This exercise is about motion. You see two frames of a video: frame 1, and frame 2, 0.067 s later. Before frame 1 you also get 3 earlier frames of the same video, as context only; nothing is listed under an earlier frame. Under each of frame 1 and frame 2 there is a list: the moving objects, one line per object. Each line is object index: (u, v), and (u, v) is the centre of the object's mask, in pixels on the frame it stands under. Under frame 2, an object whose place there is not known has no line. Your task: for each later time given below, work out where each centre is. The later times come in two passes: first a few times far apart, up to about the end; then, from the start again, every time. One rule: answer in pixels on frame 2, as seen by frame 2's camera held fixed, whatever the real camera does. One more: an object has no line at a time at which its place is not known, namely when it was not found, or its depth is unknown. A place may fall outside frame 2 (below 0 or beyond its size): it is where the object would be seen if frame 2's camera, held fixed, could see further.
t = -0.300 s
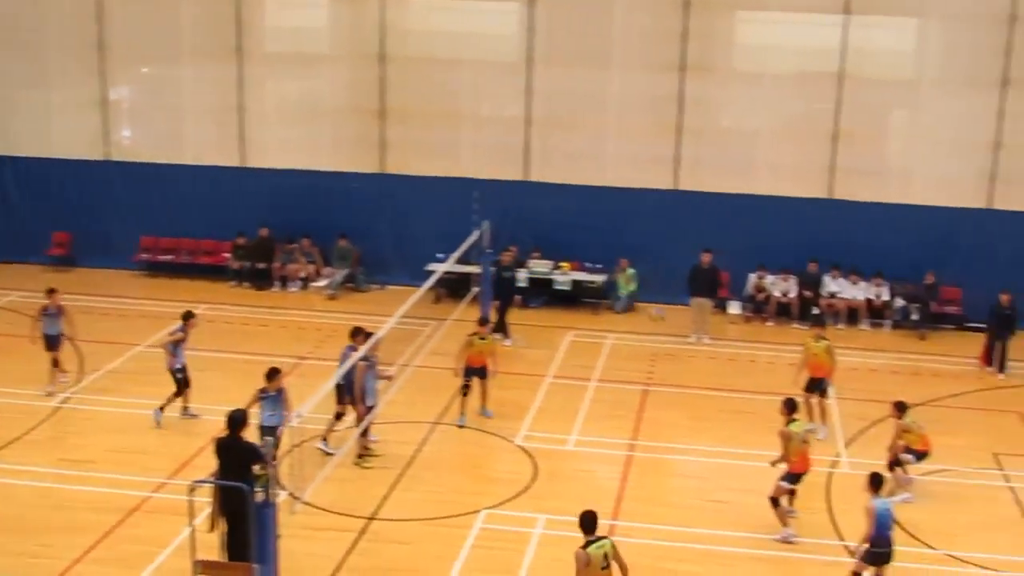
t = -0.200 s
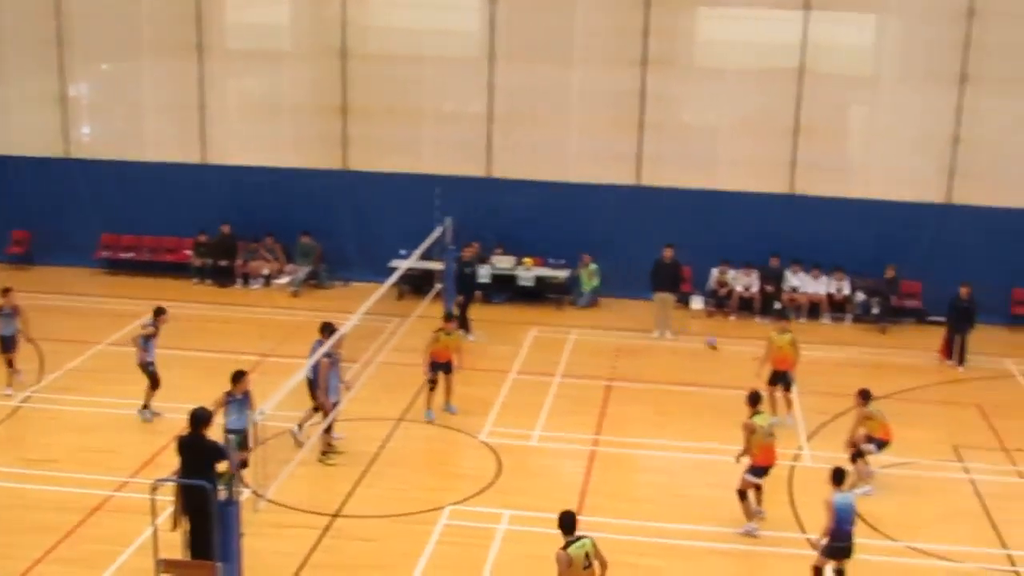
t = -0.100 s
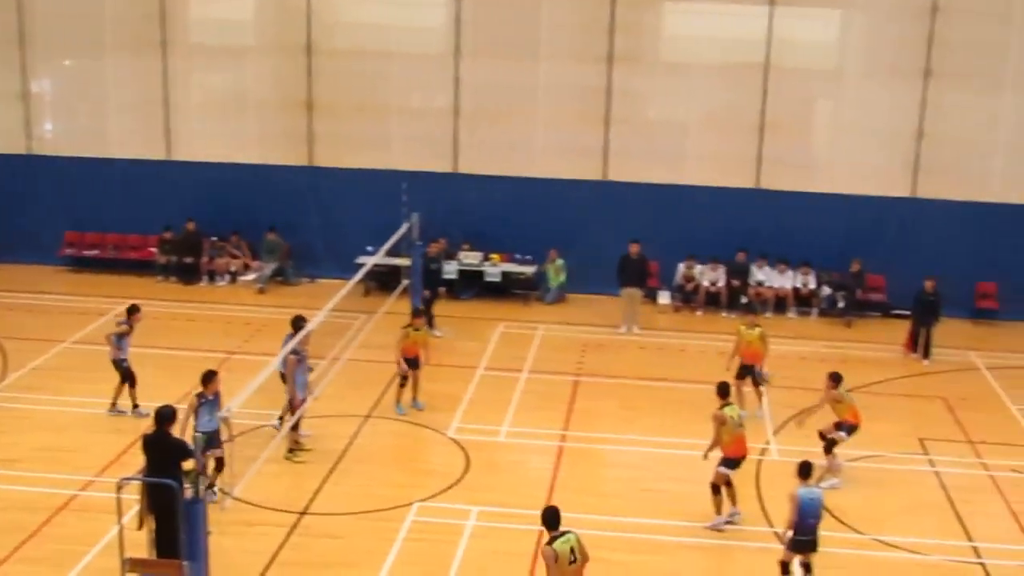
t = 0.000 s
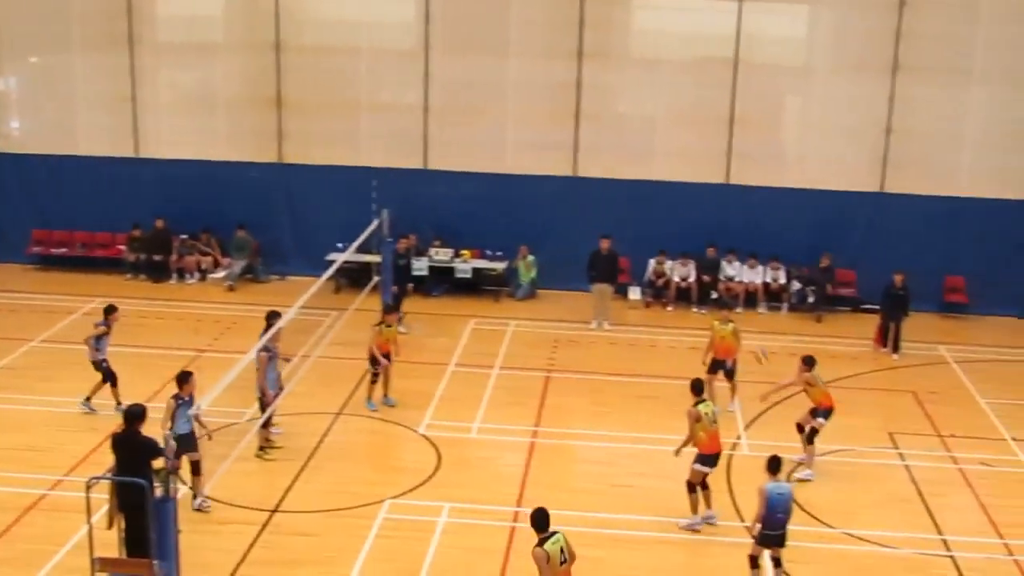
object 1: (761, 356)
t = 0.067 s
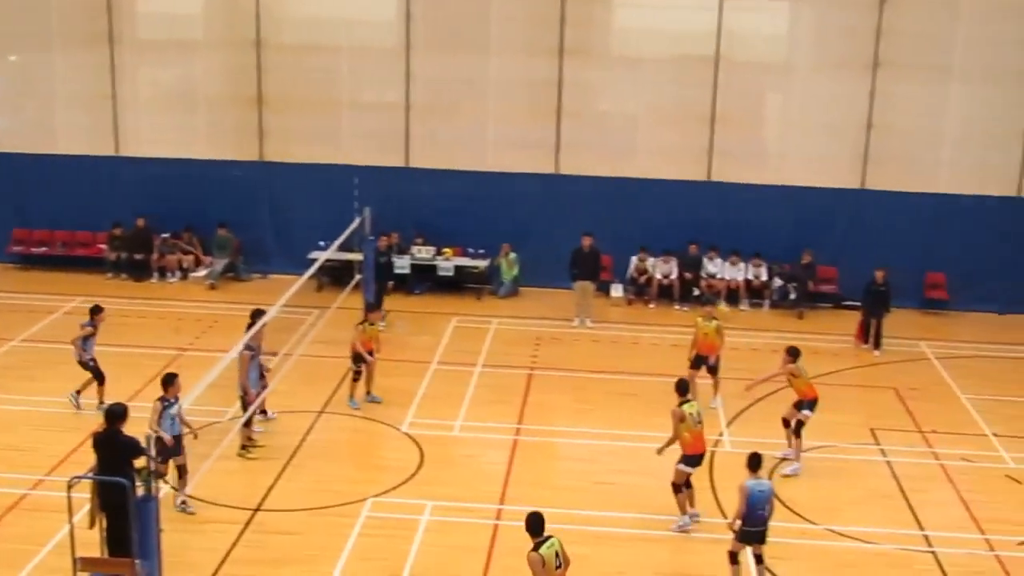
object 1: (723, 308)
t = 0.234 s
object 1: (678, 222)
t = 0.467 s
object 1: (613, 130)
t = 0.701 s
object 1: (547, 75)
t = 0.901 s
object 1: (492, 58)
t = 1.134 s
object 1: (427, 75)
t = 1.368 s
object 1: (364, 130)
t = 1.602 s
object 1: (307, 218)
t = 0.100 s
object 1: (713, 292)
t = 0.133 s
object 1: (706, 270)
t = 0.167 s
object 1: (697, 254)
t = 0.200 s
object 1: (688, 239)
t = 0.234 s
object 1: (678, 222)
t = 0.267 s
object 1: (668, 206)
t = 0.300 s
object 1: (659, 190)
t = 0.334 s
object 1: (650, 179)
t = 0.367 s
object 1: (641, 164)
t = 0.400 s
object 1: (632, 151)
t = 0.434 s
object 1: (622, 140)
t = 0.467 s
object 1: (613, 130)
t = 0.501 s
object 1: (604, 120)
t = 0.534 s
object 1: (594, 111)
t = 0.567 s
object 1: (584, 101)
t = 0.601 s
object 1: (575, 92)
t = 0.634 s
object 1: (567, 85)
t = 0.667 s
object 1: (557, 79)
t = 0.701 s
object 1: (547, 75)
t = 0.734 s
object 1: (538, 70)
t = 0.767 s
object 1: (528, 66)
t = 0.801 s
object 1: (519, 63)
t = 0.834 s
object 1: (509, 60)
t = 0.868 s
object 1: (500, 58)
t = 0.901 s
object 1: (492, 58)
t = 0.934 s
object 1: (483, 59)
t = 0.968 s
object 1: (473, 60)
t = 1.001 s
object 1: (464, 61)
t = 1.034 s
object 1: (454, 64)
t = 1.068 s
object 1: (445, 67)
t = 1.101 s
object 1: (436, 70)
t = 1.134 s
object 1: (427, 75)
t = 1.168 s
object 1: (418, 82)
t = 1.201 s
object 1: (409, 88)
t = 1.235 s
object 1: (400, 95)
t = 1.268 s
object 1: (391, 103)
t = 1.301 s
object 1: (382, 110)
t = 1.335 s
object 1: (373, 119)
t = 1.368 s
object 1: (364, 130)
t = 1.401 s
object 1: (356, 141)
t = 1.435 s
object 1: (348, 153)
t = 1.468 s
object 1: (339, 165)
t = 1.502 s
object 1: (331, 175)
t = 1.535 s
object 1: (322, 189)
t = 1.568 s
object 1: (315, 203)
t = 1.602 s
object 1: (307, 218)
